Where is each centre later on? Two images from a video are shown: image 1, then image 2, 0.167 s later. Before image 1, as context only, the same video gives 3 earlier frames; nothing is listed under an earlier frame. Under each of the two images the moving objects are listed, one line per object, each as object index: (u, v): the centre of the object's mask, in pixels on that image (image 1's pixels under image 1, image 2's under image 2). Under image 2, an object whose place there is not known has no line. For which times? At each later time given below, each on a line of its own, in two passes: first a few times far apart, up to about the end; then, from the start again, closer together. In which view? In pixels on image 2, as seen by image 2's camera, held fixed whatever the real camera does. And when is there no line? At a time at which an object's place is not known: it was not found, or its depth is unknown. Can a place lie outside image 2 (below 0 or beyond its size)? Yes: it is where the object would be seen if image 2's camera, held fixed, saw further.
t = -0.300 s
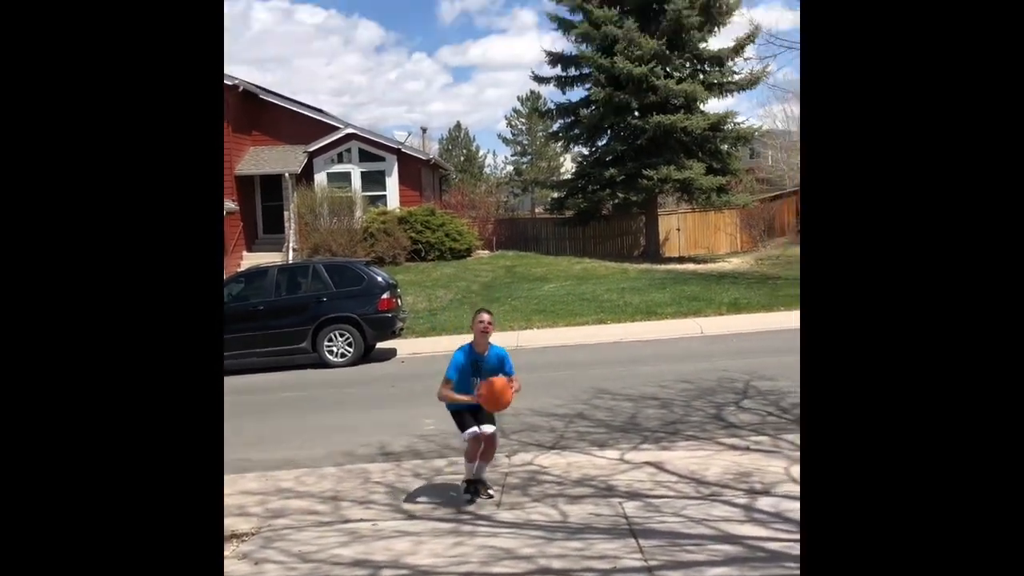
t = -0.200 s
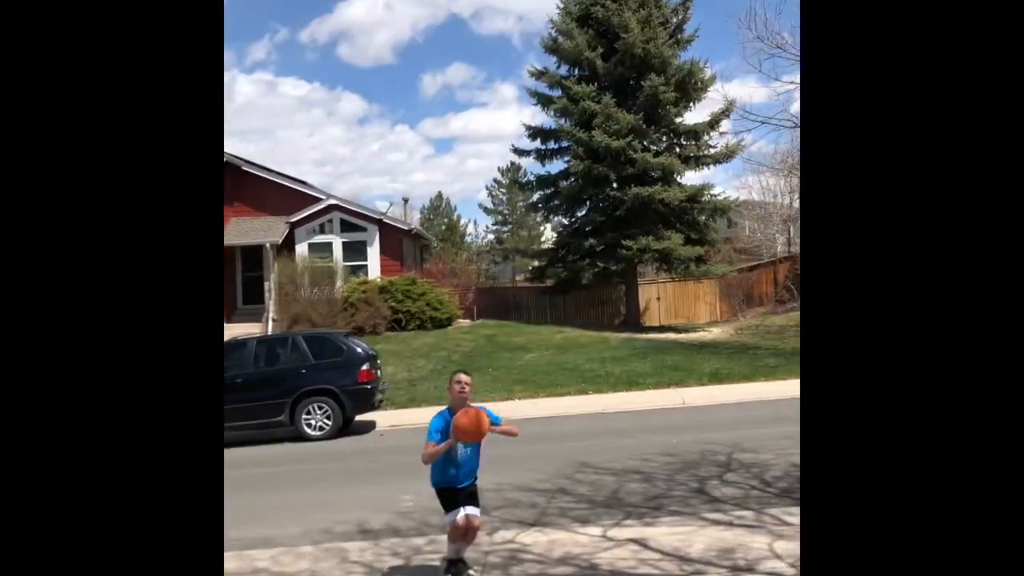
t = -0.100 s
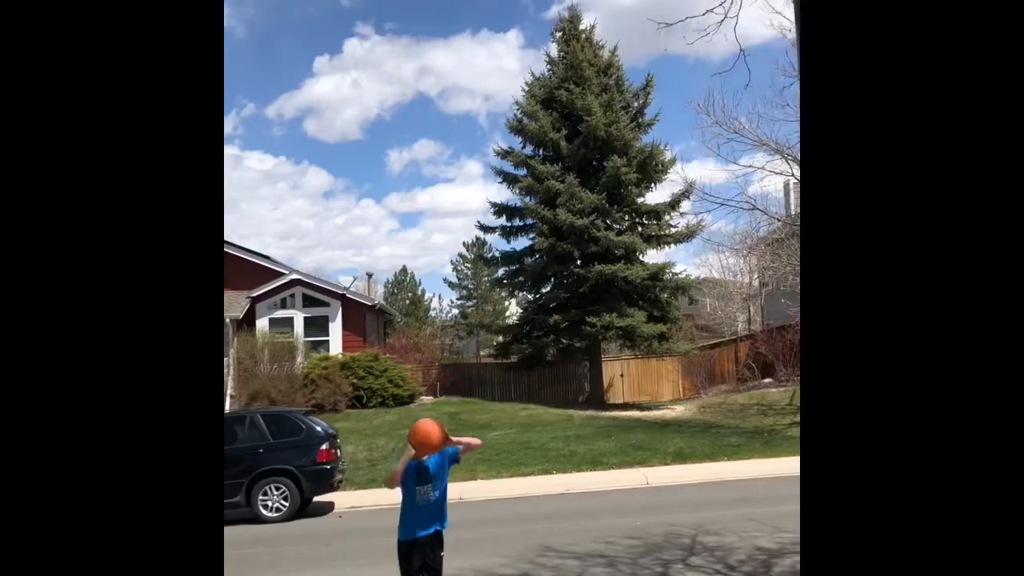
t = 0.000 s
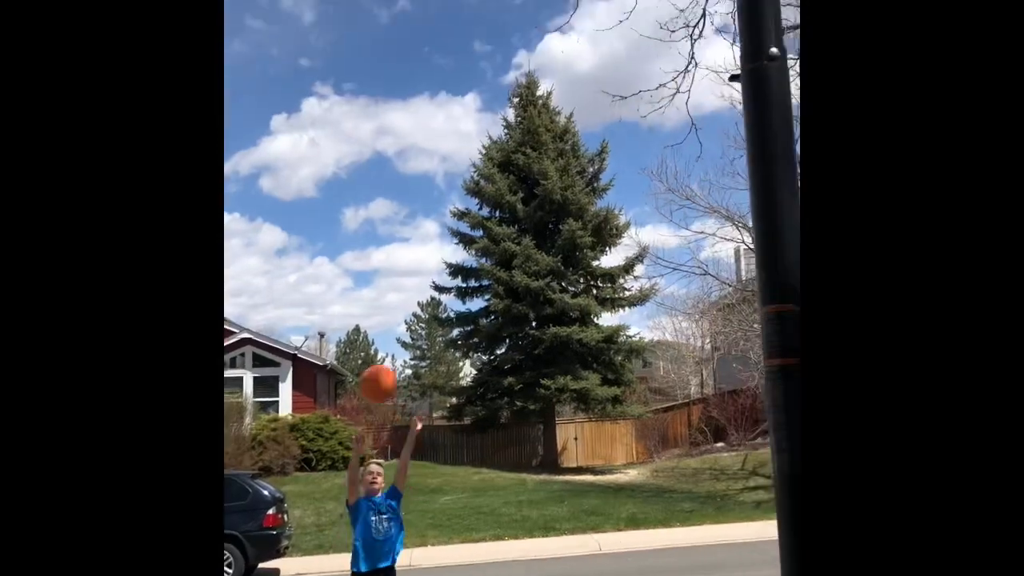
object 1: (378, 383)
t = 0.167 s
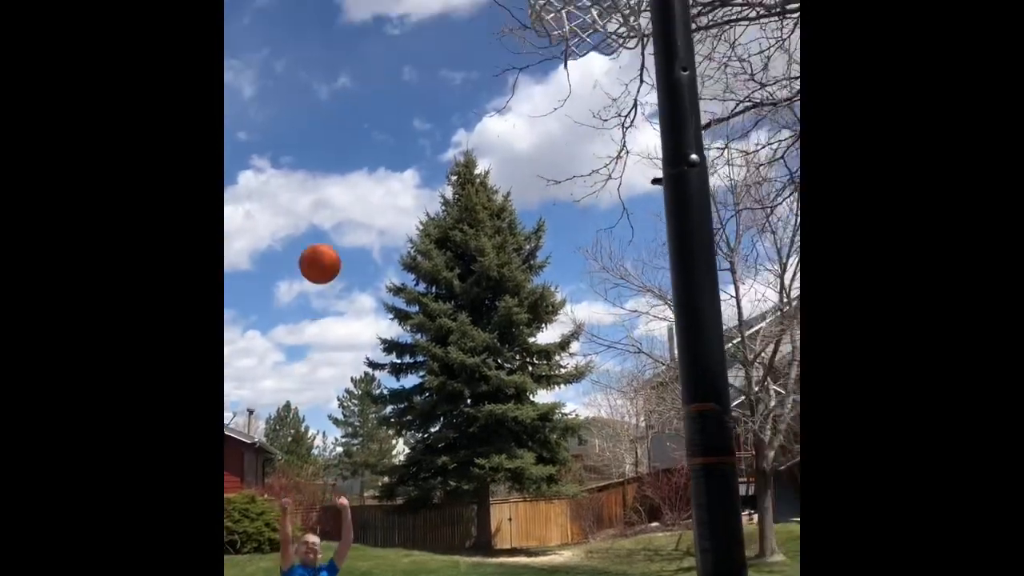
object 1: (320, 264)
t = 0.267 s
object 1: (329, 155)
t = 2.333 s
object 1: (499, -7)
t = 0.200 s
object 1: (322, 226)
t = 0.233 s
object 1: (325, 190)
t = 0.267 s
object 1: (329, 155)
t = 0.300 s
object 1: (332, 120)
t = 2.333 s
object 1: (499, -7)
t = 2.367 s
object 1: (497, 26)
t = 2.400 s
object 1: (499, 65)
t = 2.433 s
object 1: (501, 123)
